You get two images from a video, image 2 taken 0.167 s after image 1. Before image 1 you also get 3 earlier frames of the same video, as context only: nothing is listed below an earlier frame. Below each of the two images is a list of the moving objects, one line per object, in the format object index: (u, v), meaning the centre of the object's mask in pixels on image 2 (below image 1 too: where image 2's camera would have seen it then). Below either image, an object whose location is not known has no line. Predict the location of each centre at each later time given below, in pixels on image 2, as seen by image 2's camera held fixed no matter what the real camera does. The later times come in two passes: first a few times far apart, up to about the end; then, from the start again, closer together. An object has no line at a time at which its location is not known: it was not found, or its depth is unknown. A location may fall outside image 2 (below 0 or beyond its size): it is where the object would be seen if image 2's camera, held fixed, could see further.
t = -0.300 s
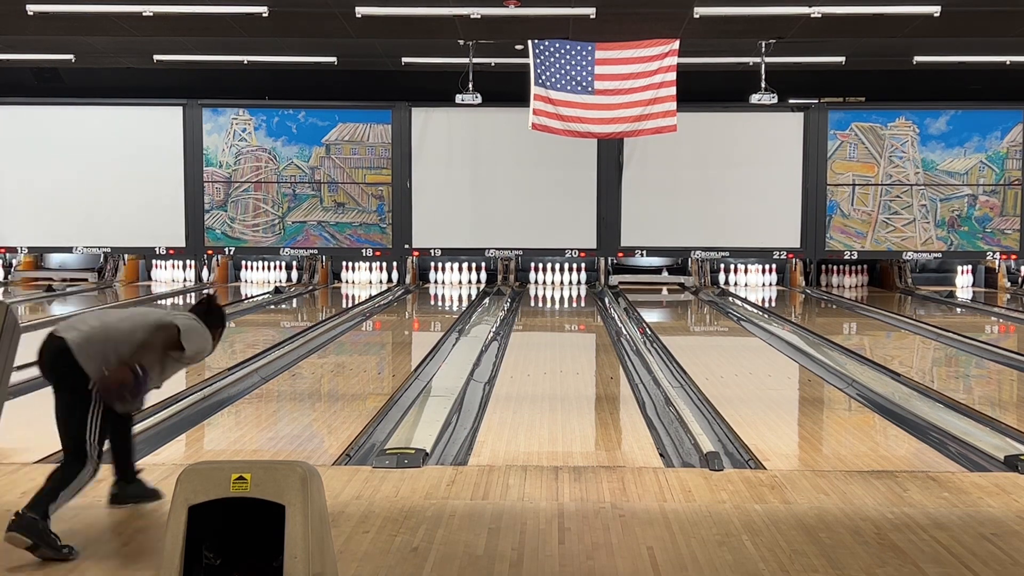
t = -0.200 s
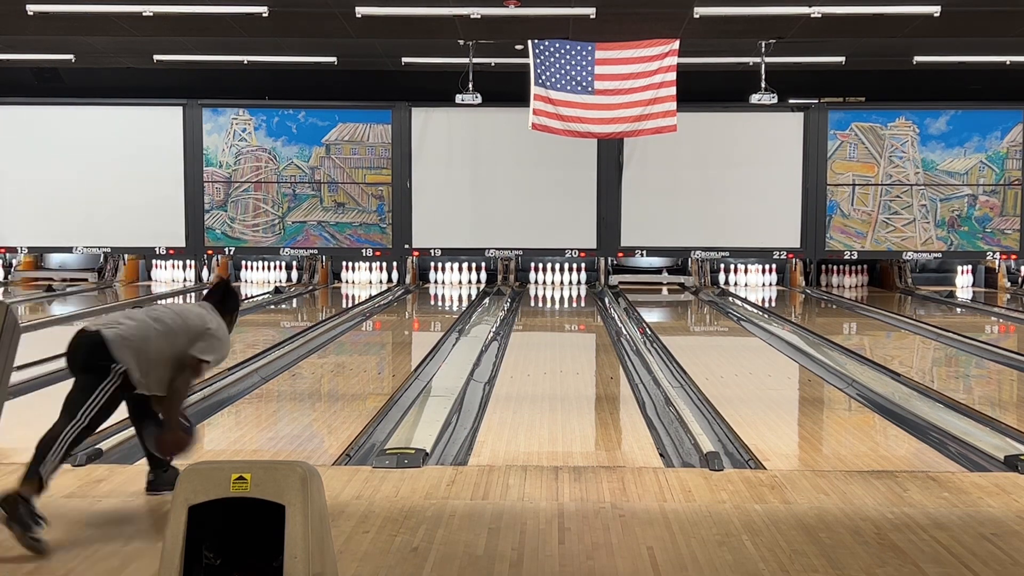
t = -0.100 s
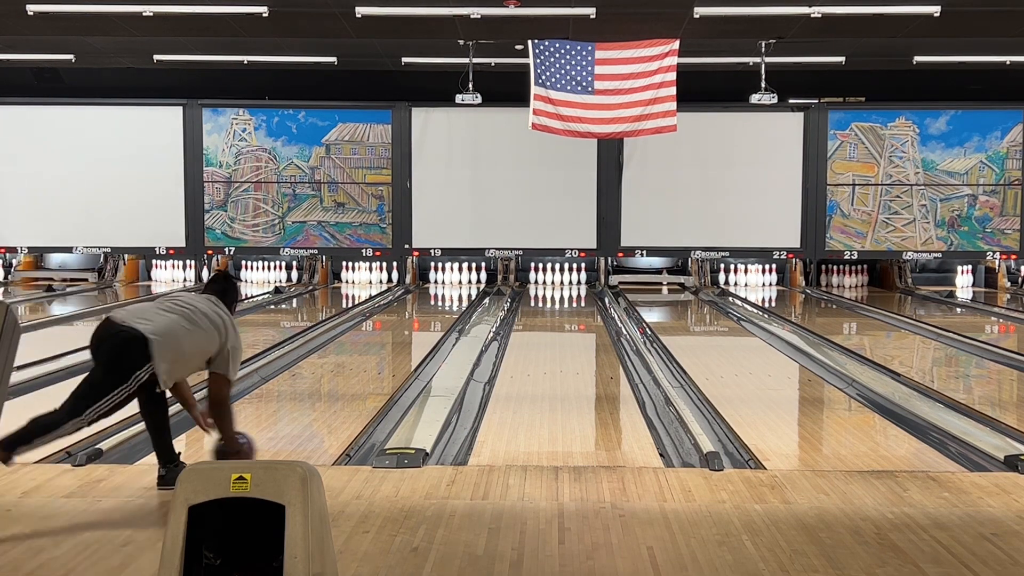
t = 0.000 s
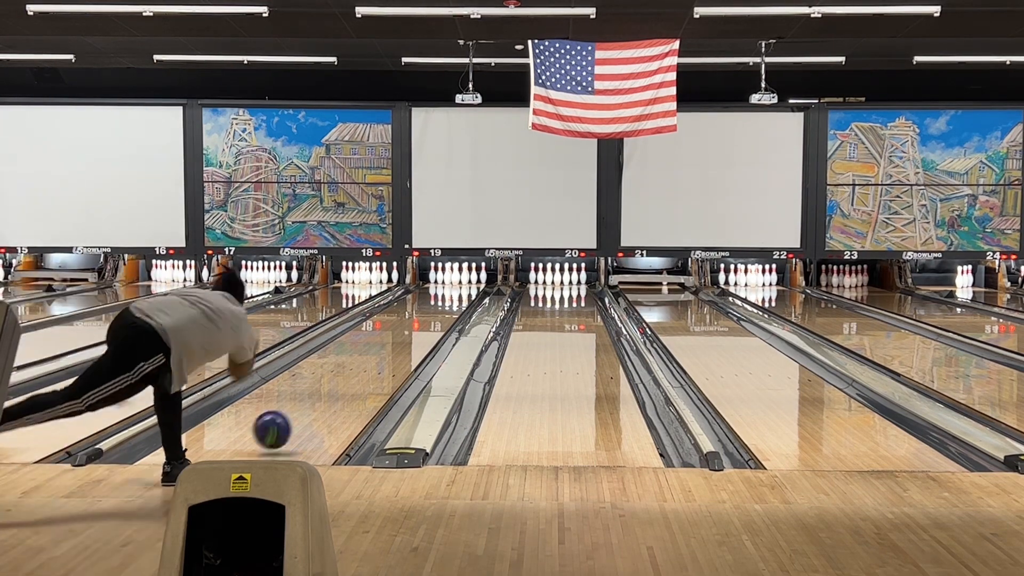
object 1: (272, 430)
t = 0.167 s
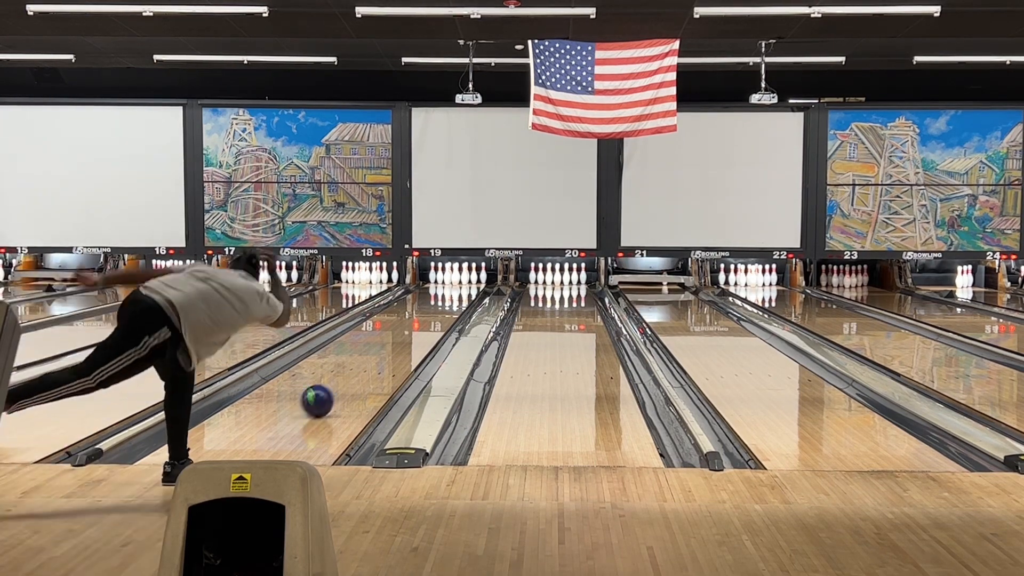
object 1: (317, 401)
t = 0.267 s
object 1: (338, 385)
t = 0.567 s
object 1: (383, 350)
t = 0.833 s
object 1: (410, 328)
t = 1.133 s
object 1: (431, 311)
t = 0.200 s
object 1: (325, 395)
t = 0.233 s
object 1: (332, 390)
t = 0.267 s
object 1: (338, 385)
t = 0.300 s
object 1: (344, 380)
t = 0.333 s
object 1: (350, 376)
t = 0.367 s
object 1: (356, 372)
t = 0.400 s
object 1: (361, 368)
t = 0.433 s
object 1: (366, 364)
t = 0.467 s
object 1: (371, 360)
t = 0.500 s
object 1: (375, 356)
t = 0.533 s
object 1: (379, 353)
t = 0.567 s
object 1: (383, 350)
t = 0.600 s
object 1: (387, 347)
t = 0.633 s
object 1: (391, 344)
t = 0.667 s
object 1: (394, 341)
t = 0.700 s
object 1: (398, 338)
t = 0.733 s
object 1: (401, 336)
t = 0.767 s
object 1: (404, 333)
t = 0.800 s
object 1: (407, 331)
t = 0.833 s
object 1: (410, 328)
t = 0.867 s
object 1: (413, 326)
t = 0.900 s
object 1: (415, 324)
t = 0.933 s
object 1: (418, 322)
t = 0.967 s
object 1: (420, 320)
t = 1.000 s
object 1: (423, 318)
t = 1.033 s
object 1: (425, 316)
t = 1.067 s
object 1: (427, 315)
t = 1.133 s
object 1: (431, 311)
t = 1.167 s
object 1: (433, 309)
